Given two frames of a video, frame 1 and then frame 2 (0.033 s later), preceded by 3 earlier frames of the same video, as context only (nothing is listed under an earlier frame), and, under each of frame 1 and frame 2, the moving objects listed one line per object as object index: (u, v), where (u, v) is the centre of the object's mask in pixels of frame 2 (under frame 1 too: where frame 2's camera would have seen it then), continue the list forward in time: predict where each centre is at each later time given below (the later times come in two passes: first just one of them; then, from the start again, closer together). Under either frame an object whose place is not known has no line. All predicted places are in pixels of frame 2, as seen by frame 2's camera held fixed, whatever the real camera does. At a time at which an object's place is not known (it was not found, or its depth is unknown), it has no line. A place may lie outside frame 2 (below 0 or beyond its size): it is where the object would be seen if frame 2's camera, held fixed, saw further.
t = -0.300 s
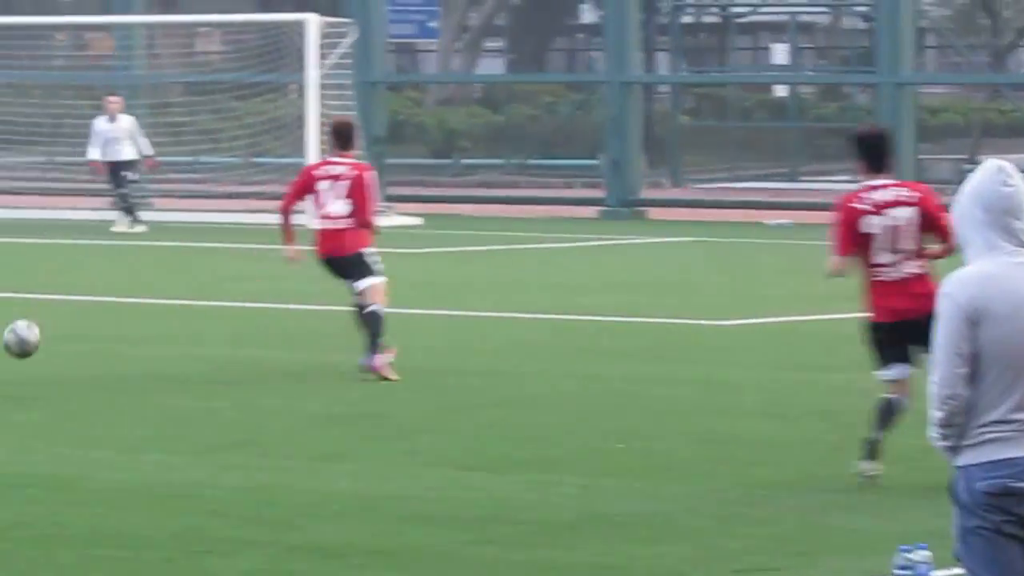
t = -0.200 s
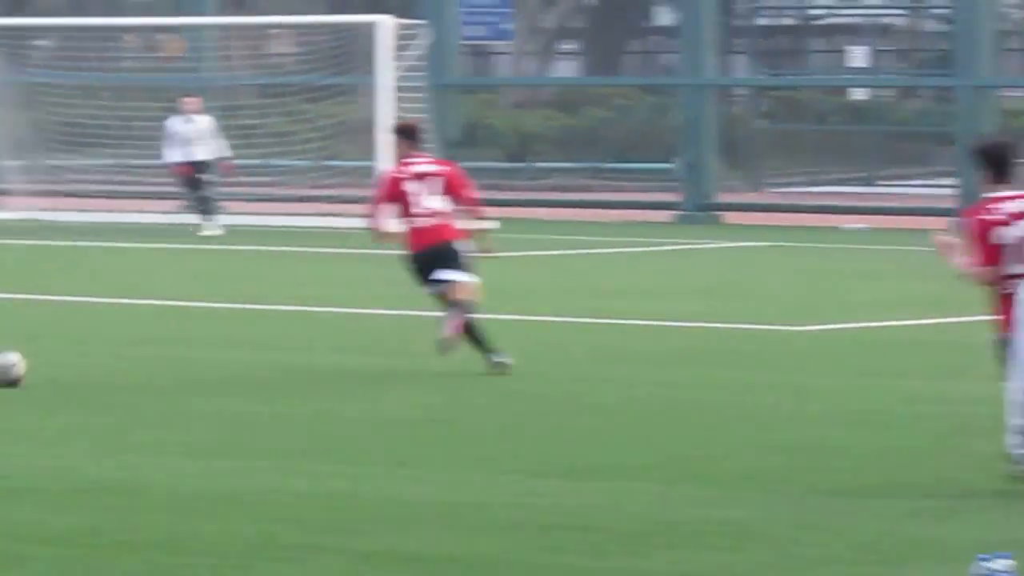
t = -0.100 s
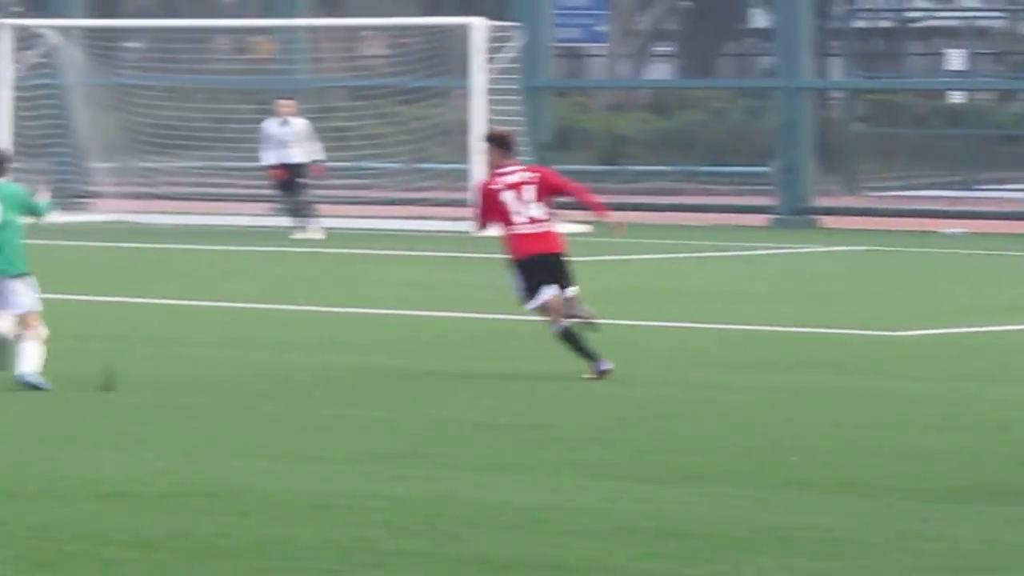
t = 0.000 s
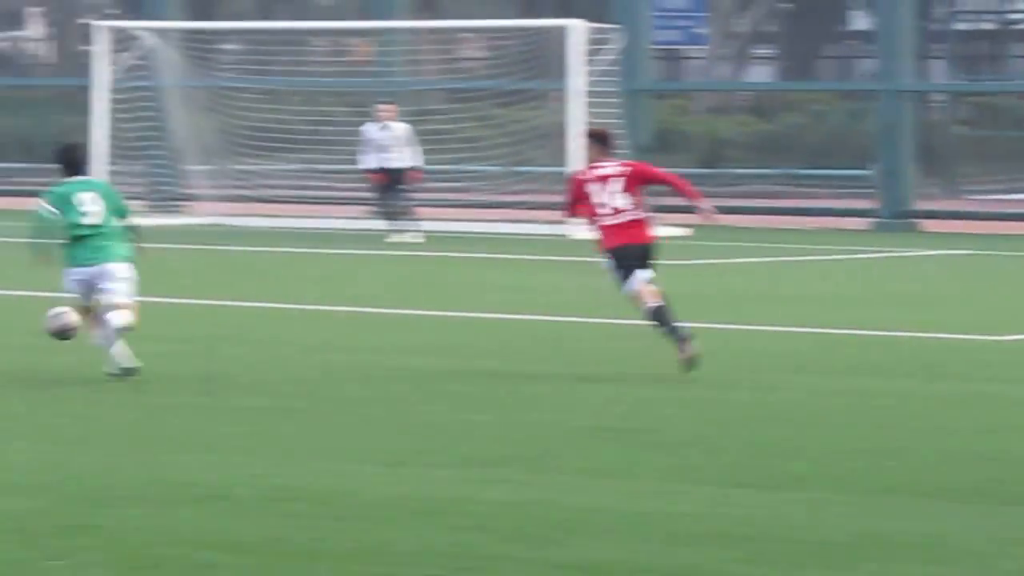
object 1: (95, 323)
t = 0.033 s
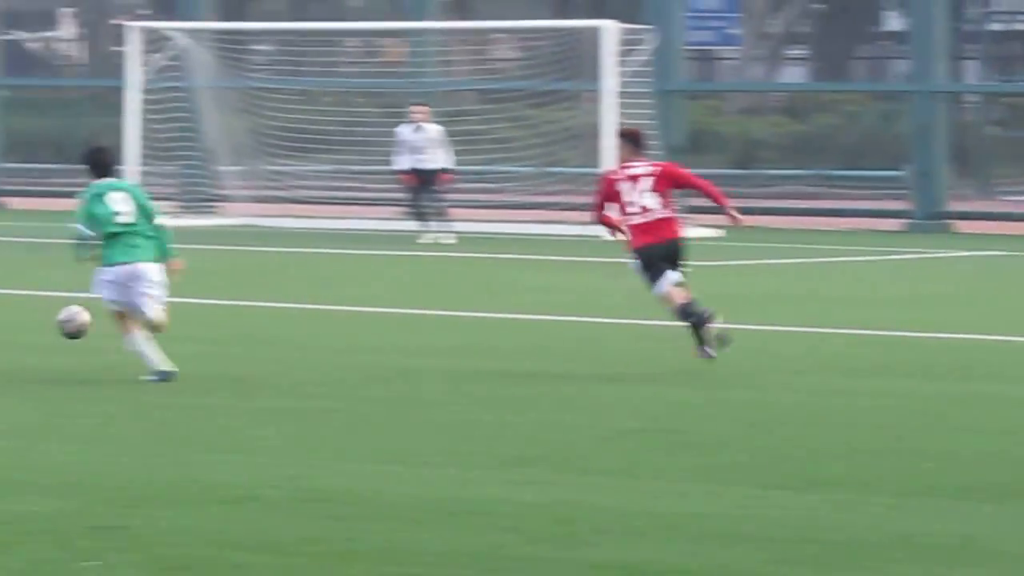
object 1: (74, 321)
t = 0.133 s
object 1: (10, 329)
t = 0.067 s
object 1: (52, 323)
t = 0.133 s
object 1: (10, 329)
